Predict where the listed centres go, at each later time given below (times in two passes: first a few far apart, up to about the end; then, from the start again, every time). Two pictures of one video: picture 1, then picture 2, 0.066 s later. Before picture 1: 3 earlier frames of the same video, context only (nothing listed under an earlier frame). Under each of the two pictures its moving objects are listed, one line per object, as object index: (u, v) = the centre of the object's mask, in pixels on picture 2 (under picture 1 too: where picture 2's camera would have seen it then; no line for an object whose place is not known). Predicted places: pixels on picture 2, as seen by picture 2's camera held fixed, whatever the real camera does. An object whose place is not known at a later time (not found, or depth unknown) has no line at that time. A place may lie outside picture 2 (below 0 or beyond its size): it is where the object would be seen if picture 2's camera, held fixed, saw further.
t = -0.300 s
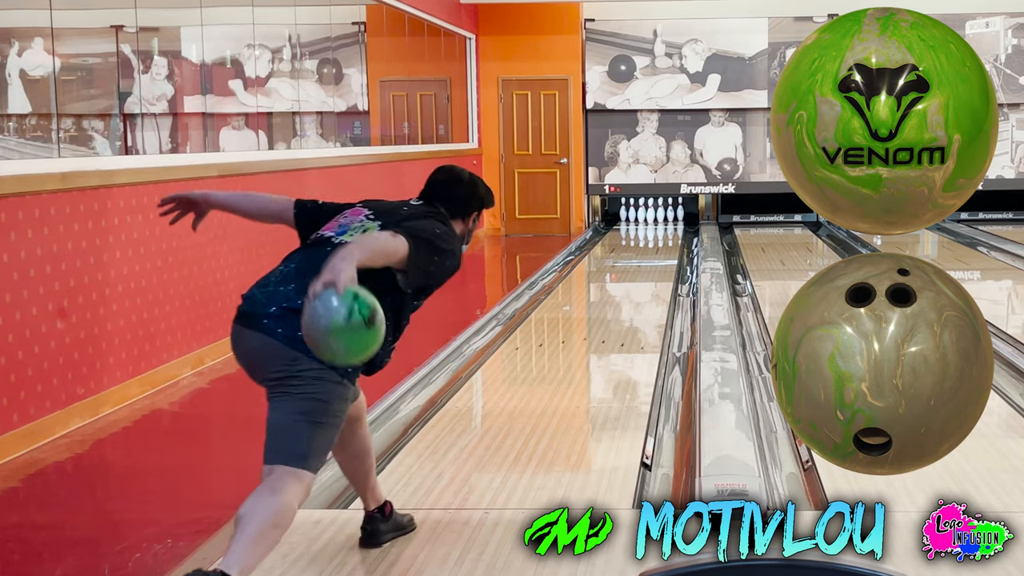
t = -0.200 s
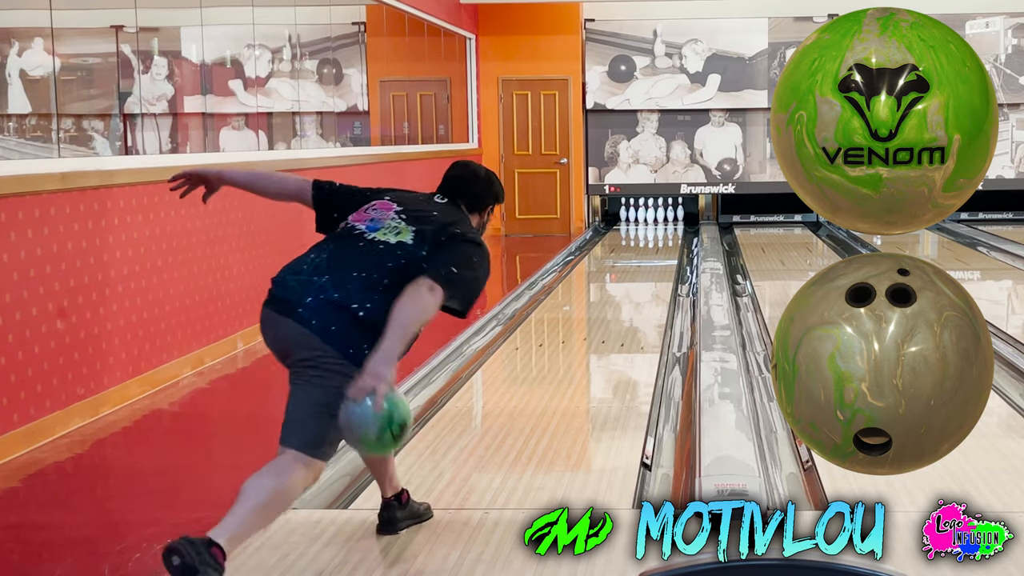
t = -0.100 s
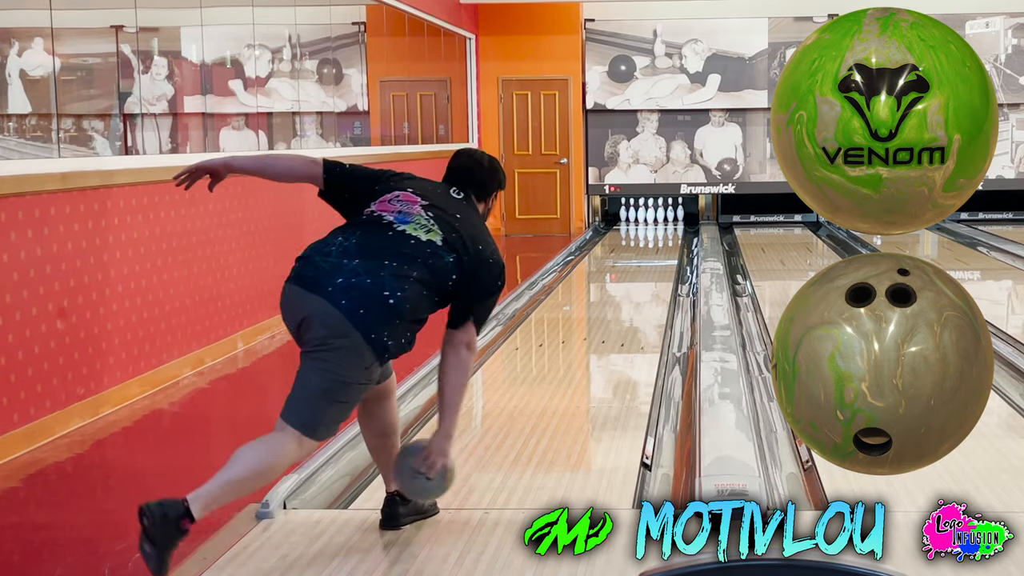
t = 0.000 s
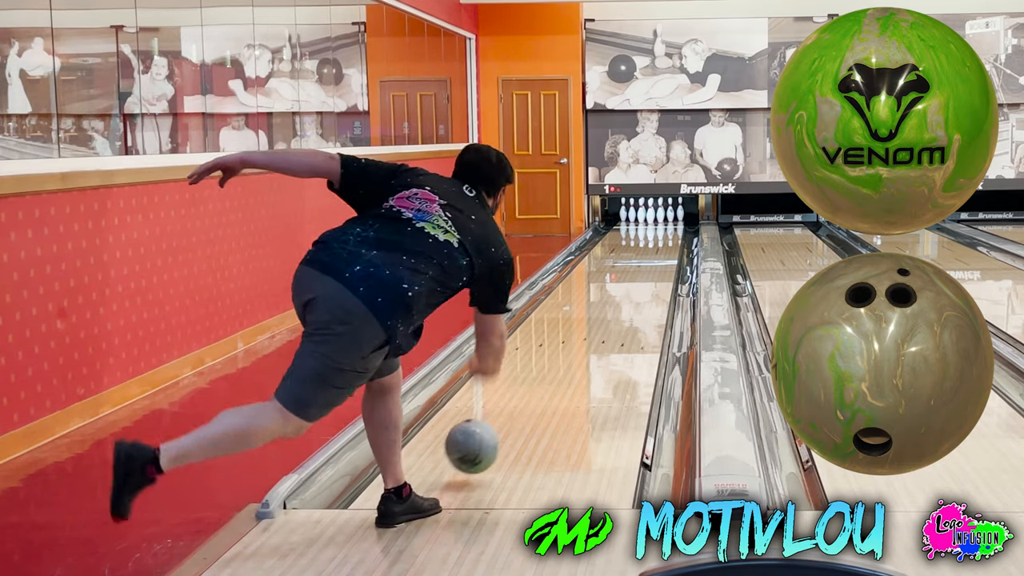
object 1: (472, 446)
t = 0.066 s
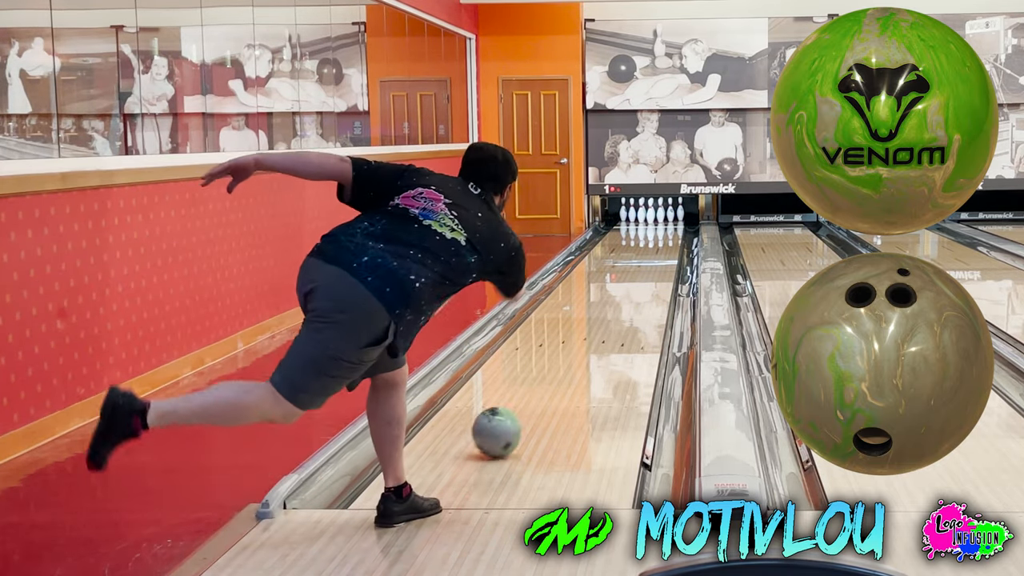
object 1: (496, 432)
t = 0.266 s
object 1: (550, 374)
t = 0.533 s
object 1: (594, 326)
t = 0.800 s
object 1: (623, 293)
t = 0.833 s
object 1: (626, 290)
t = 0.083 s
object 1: (502, 426)
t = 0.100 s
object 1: (507, 420)
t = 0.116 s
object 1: (512, 415)
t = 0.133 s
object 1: (517, 410)
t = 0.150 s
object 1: (522, 405)
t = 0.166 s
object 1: (526, 400)
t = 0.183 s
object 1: (530, 396)
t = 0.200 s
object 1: (535, 391)
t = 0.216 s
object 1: (539, 387)
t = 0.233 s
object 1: (542, 383)
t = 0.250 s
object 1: (546, 379)
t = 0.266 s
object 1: (550, 374)
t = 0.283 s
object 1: (554, 371)
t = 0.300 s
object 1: (557, 367)
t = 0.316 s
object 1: (560, 364)
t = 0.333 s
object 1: (563, 360)
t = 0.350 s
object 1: (566, 357)
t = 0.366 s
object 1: (570, 353)
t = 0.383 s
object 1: (573, 350)
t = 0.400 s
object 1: (575, 347)
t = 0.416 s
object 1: (578, 344)
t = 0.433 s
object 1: (581, 341)
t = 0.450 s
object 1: (583, 338)
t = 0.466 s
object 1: (585, 336)
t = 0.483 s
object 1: (588, 333)
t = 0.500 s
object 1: (590, 330)
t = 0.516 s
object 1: (593, 328)
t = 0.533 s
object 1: (594, 326)
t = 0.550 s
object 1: (597, 323)
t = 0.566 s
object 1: (598, 321)
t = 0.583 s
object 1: (600, 319)
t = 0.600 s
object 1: (602, 316)
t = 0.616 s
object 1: (605, 314)
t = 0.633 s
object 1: (606, 312)
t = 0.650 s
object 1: (608, 310)
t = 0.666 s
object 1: (610, 308)
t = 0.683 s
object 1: (612, 306)
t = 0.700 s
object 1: (613, 304)
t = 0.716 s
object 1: (615, 302)
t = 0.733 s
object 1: (617, 300)
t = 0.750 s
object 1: (619, 298)
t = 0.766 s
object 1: (620, 297)
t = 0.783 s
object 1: (621, 295)
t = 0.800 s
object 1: (623, 293)
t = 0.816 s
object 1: (624, 292)
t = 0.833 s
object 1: (626, 290)
